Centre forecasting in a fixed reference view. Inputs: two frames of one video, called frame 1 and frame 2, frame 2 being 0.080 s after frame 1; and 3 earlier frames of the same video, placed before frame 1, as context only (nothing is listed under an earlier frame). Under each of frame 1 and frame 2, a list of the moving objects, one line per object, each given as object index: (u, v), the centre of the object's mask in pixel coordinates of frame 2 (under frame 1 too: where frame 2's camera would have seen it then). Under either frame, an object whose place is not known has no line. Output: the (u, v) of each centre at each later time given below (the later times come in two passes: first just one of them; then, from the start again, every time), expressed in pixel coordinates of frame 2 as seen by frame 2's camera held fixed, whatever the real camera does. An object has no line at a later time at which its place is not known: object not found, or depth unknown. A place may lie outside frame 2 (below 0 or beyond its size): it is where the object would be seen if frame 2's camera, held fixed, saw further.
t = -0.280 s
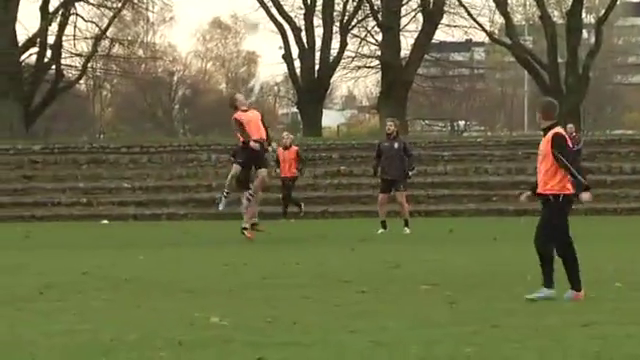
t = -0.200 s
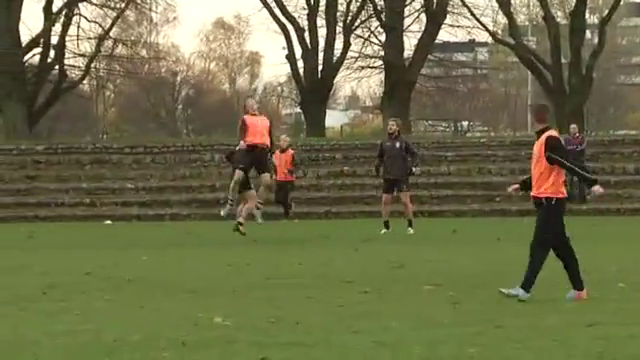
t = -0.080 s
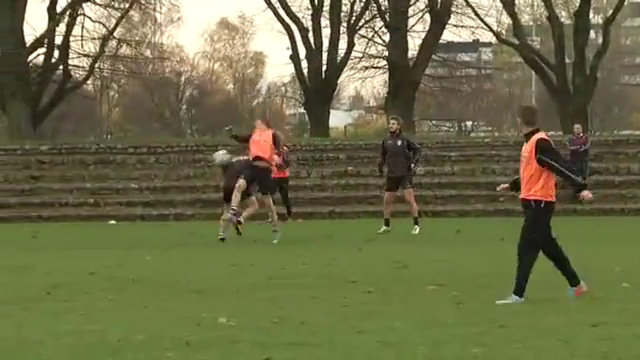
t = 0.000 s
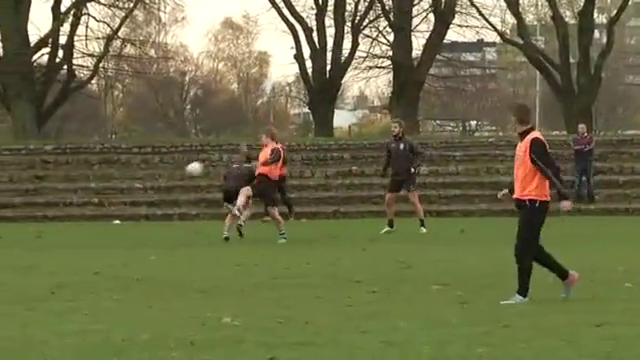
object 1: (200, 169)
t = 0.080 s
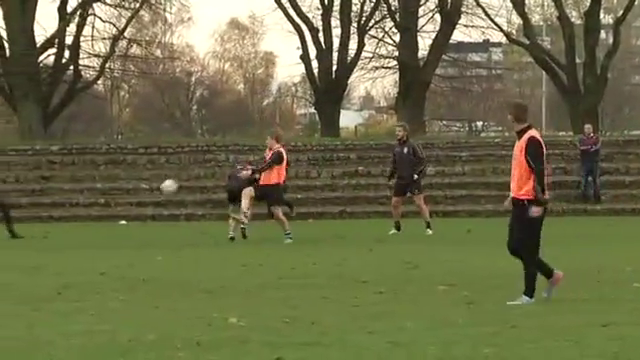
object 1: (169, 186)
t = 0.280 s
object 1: (93, 234)
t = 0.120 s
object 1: (153, 196)
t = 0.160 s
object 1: (138, 206)
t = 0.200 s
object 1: (122, 219)
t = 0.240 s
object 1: (106, 232)
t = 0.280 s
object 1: (93, 234)
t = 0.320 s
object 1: (82, 227)
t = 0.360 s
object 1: (70, 220)
